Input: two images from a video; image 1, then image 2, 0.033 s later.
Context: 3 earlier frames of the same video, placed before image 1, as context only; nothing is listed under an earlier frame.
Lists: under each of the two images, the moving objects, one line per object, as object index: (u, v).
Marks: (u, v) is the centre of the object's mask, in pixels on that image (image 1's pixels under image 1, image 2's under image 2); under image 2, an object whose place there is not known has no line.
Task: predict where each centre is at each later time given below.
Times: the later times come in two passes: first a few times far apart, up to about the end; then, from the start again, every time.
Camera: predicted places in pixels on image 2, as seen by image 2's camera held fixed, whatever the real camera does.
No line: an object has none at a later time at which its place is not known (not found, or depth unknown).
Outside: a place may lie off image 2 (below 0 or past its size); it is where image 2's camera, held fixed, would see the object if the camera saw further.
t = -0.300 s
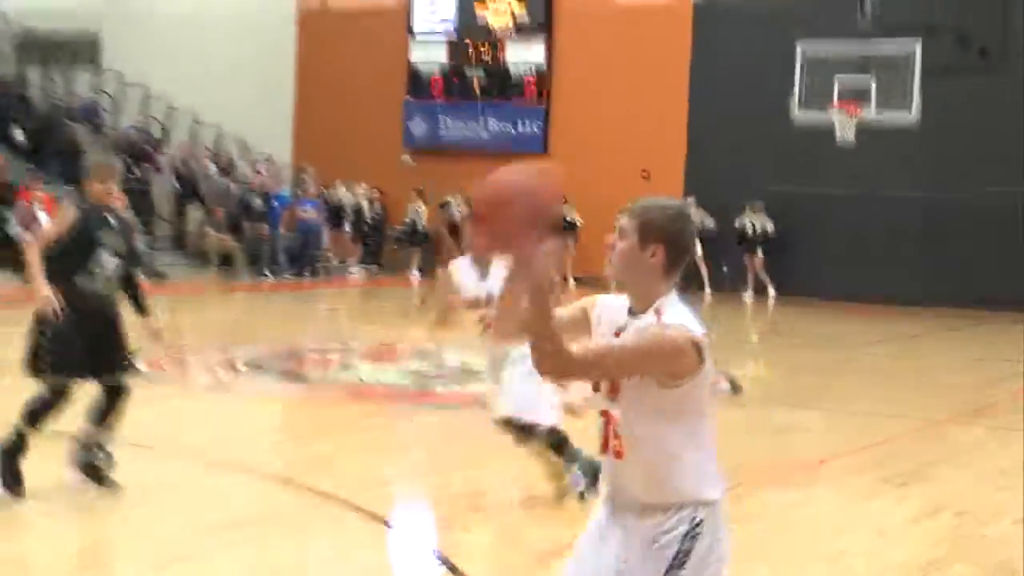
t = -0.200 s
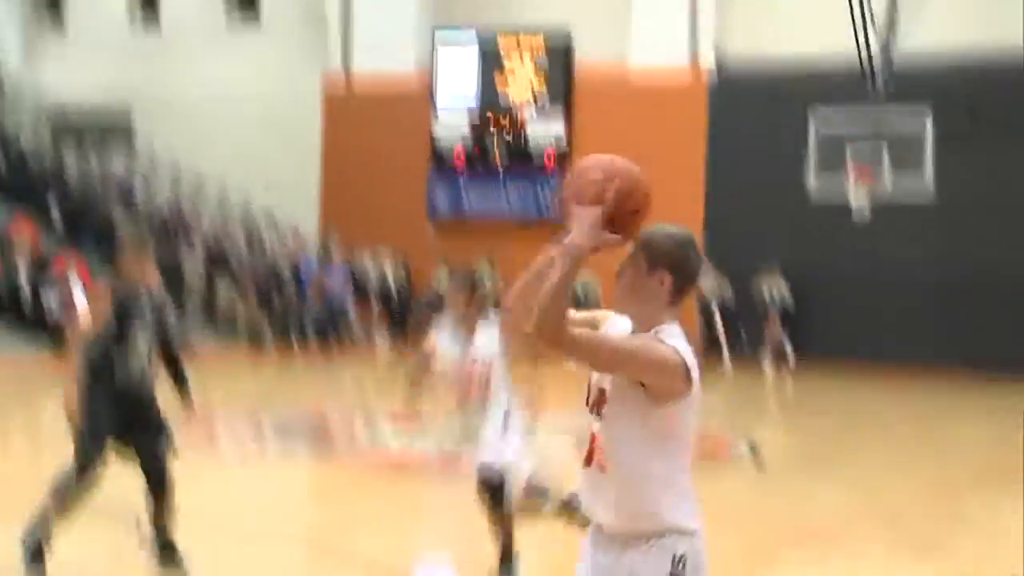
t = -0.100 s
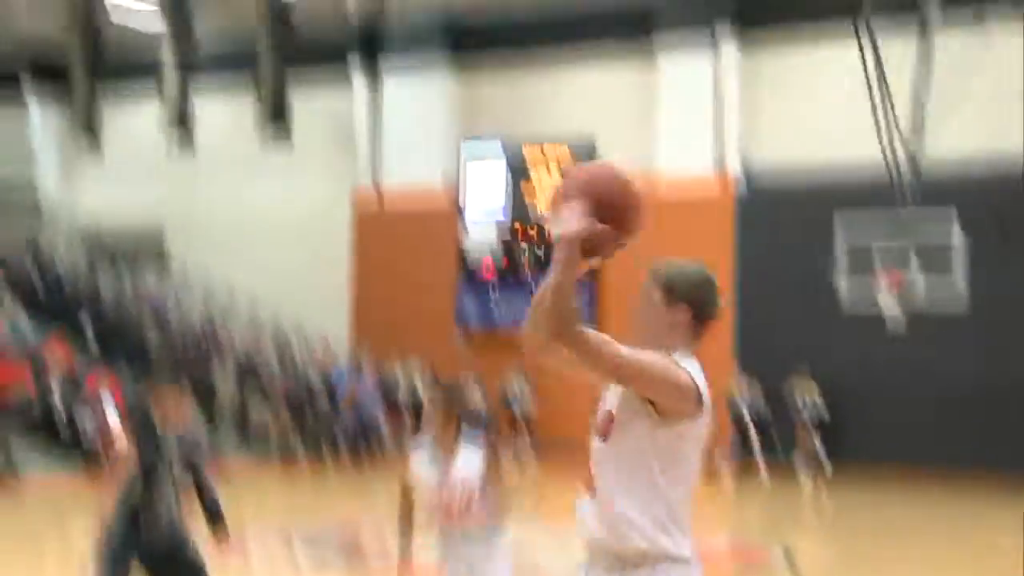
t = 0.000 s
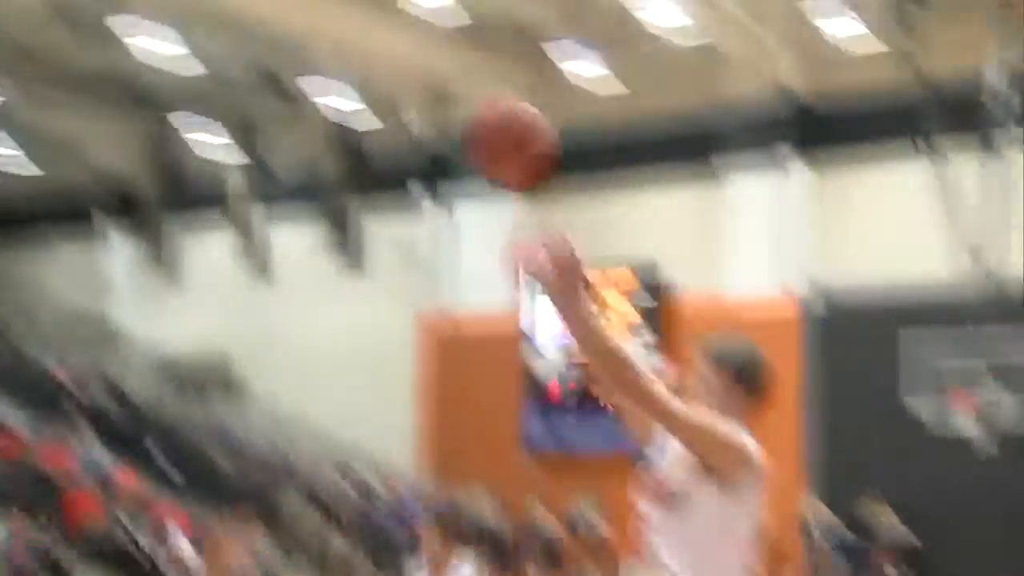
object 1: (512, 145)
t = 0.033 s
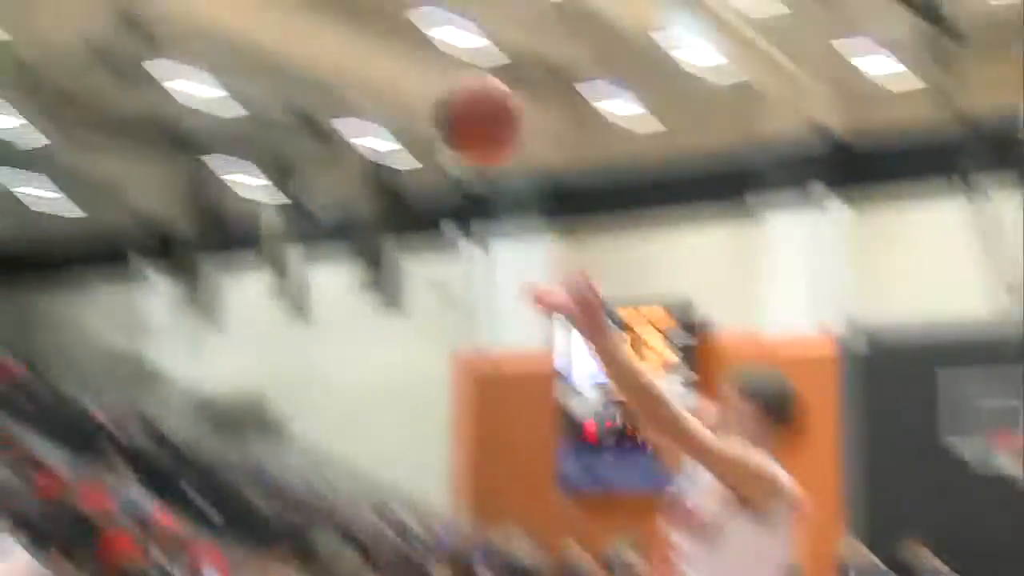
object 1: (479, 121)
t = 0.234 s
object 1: (141, -146)
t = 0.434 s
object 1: (-167, -274)
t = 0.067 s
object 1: (418, 63)
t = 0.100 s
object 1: (359, 13)
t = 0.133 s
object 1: (303, -32)
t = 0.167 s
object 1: (248, -76)
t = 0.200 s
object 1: (194, -112)
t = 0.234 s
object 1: (141, -146)
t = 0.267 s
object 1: (88, -174)
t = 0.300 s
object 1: (37, -202)
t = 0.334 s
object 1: (-14, -225)
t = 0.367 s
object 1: (-67, -244)
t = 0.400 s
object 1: (-116, -261)
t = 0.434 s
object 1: (-167, -274)
